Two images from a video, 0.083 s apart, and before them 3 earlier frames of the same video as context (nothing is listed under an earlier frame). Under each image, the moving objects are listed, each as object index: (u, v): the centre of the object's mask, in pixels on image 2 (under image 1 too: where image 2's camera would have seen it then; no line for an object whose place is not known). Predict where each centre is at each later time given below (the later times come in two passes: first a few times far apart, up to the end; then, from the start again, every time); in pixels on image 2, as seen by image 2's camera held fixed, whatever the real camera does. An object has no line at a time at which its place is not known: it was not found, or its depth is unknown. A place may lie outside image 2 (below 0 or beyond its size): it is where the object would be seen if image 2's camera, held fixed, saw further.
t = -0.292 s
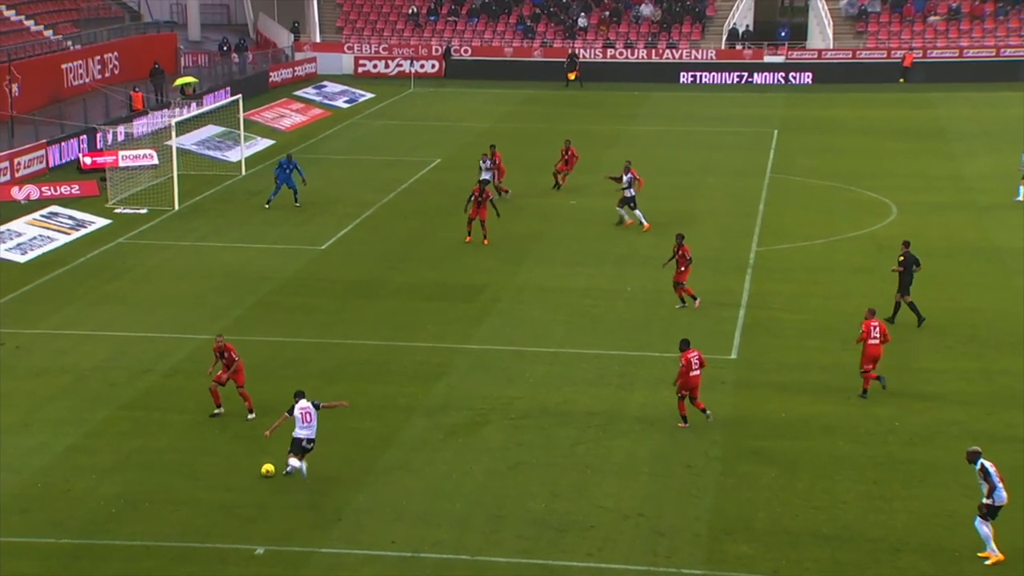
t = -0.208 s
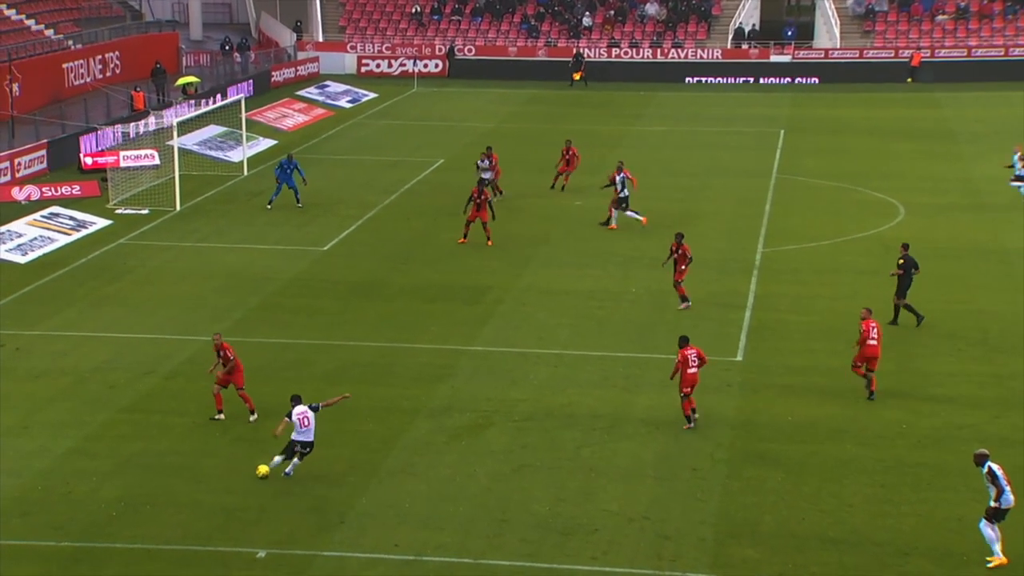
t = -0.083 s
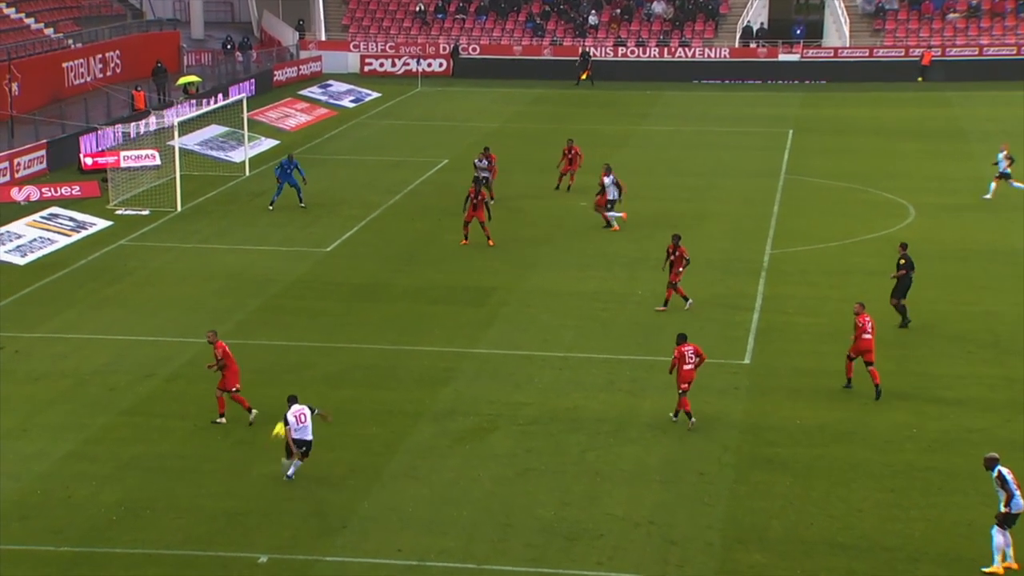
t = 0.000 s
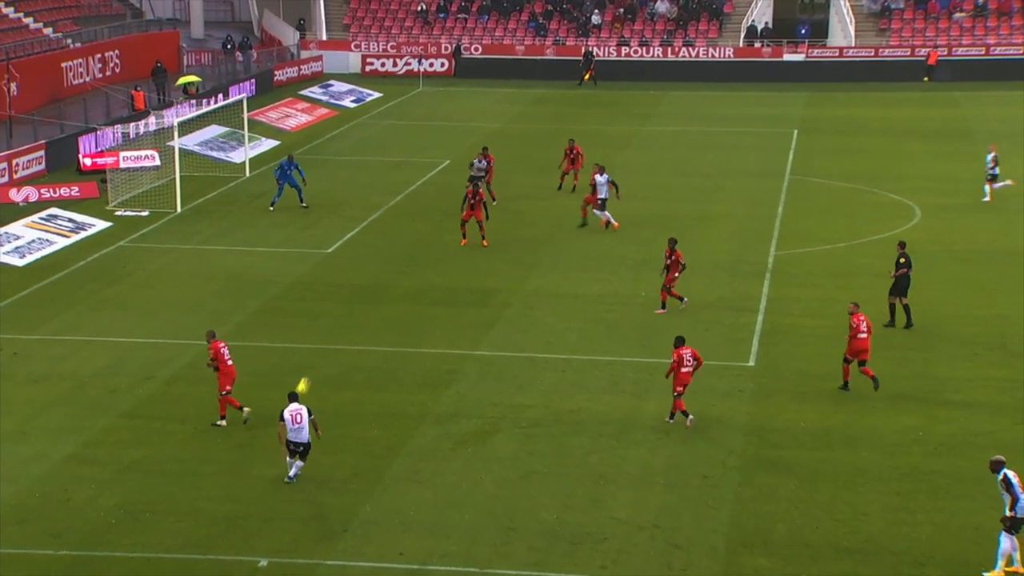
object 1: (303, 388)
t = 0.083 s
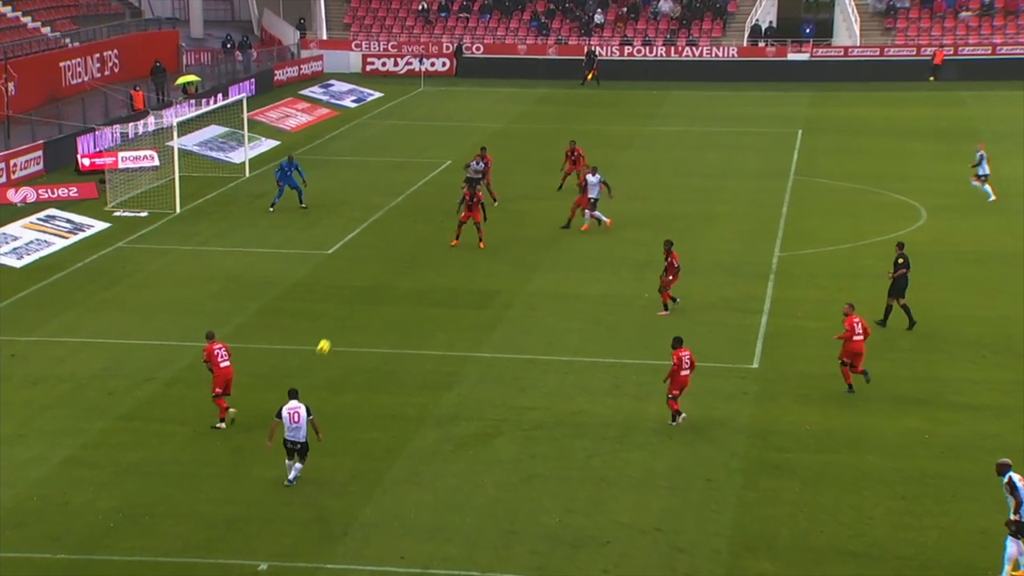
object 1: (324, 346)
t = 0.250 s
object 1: (358, 280)
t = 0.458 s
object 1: (394, 219)
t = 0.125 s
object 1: (333, 328)
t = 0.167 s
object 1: (341, 311)
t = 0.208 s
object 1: (350, 294)
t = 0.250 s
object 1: (358, 280)
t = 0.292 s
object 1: (365, 266)
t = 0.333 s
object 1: (373, 252)
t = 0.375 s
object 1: (380, 239)
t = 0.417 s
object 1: (387, 228)
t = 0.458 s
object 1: (394, 219)
